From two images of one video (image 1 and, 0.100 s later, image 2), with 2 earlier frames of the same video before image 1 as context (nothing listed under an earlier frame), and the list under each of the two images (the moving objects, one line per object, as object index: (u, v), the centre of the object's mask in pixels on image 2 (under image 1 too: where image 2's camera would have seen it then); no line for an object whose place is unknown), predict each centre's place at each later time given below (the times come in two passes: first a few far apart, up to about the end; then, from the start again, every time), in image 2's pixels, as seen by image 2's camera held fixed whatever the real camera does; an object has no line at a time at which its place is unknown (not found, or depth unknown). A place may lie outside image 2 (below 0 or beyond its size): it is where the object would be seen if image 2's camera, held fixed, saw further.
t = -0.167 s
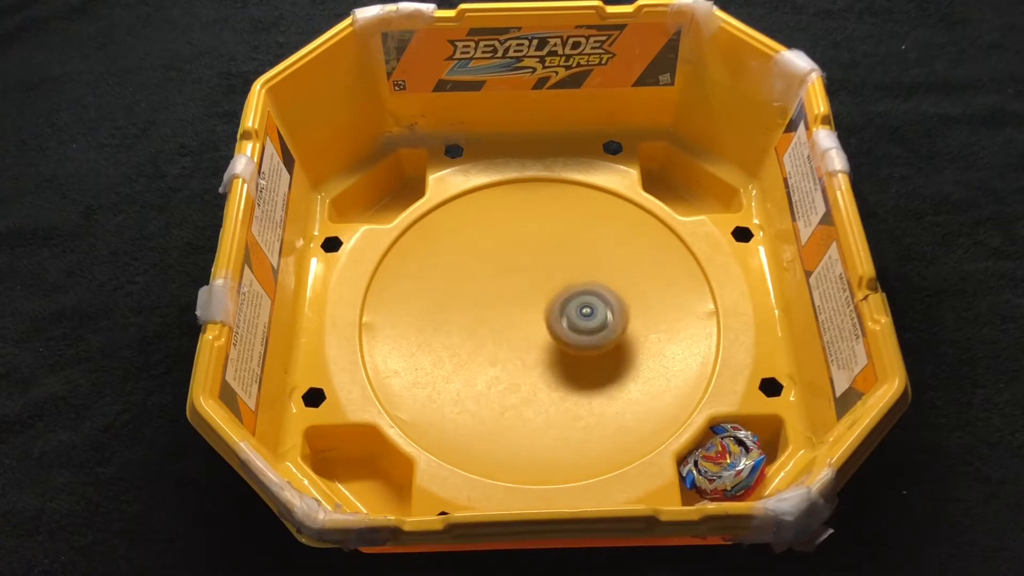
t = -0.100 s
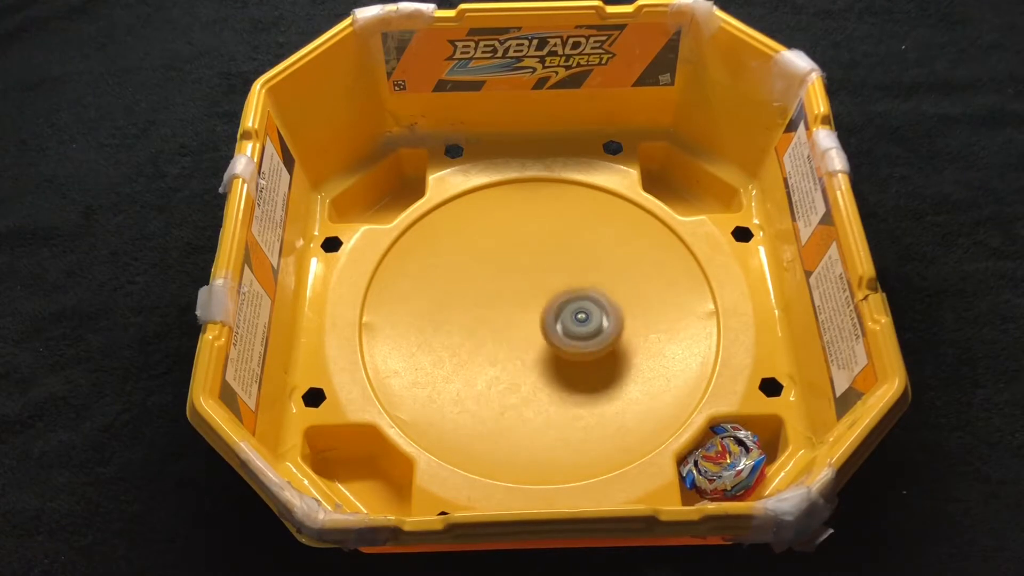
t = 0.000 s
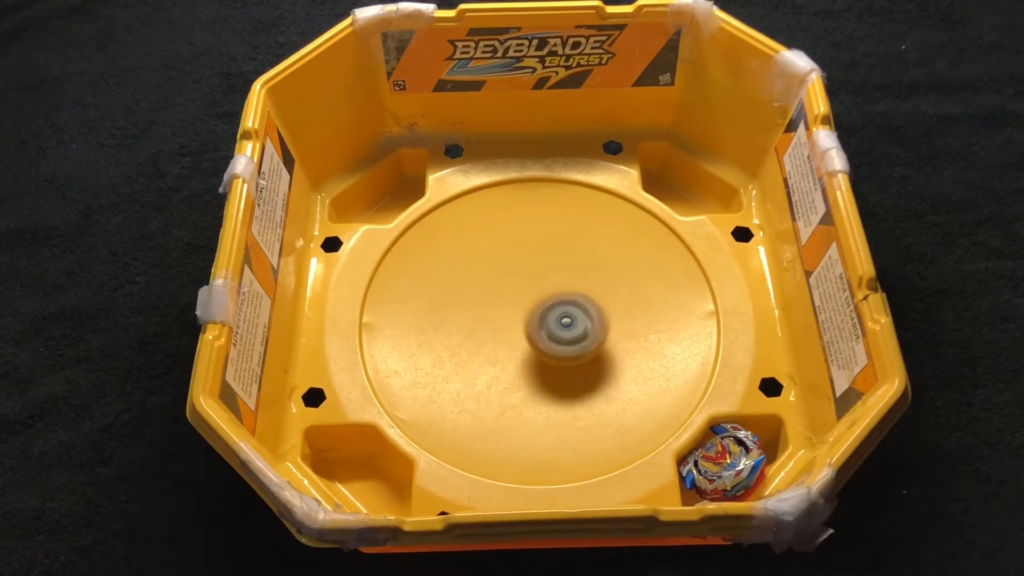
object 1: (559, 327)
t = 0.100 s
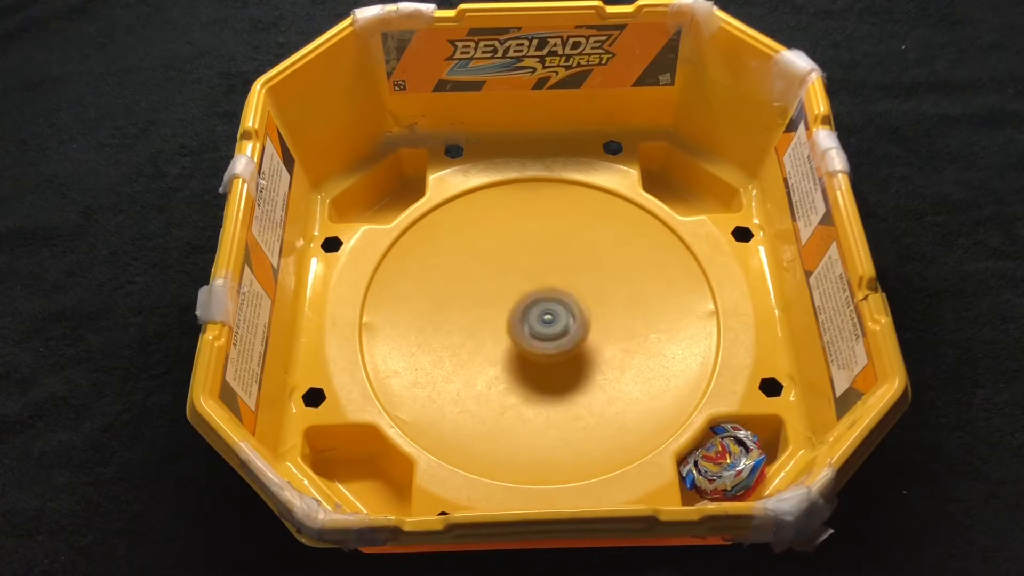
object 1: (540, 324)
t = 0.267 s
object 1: (514, 306)
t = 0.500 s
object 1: (512, 276)
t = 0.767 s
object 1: (546, 284)
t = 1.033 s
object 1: (540, 326)
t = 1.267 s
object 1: (506, 343)
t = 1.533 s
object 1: (497, 321)
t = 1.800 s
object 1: (538, 302)
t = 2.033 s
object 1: (577, 311)
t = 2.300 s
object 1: (567, 331)
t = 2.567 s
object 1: (529, 319)
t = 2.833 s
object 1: (514, 290)
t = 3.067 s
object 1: (531, 283)
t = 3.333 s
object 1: (545, 306)
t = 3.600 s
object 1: (535, 337)
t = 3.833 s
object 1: (518, 340)
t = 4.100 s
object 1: (521, 319)
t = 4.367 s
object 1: (546, 300)
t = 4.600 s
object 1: (566, 301)
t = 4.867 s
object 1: (554, 315)
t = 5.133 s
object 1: (526, 315)
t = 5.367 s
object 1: (511, 309)
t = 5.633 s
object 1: (517, 306)
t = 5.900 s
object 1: (531, 313)
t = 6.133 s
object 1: (544, 320)
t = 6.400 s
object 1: (547, 322)
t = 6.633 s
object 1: (545, 316)
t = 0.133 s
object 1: (535, 322)
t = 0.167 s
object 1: (529, 318)
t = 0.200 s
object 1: (523, 314)
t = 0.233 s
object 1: (518, 311)
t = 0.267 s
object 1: (514, 306)
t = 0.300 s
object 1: (511, 302)
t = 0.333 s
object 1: (508, 297)
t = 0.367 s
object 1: (507, 292)
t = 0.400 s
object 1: (506, 287)
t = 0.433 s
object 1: (507, 283)
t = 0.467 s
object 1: (509, 279)
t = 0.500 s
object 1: (512, 276)
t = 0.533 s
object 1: (514, 274)
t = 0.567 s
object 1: (517, 272)
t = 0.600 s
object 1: (521, 272)
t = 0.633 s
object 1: (525, 273)
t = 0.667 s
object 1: (535, 275)
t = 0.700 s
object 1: (539, 277)
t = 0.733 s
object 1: (542, 279)
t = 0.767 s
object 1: (546, 284)
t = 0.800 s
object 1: (548, 289)
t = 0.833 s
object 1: (549, 293)
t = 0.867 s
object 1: (549, 300)
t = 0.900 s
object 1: (549, 306)
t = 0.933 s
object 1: (548, 311)
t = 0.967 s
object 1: (546, 317)
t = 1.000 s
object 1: (543, 322)
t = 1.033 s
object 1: (540, 326)
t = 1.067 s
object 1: (535, 332)
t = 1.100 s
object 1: (530, 335)
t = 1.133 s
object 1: (526, 340)
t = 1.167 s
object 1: (520, 342)
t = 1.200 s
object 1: (516, 344)
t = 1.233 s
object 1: (511, 344)
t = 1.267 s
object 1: (506, 343)
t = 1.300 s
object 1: (501, 343)
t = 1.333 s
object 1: (498, 342)
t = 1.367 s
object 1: (496, 340)
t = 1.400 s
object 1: (494, 336)
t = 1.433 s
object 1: (494, 333)
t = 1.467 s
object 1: (494, 330)
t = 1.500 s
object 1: (496, 326)
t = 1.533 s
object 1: (497, 321)
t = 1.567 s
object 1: (500, 318)
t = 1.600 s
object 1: (504, 314)
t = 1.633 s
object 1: (509, 311)
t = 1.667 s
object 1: (514, 308)
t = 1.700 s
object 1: (519, 306)
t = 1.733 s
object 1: (525, 304)
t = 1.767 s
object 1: (532, 302)
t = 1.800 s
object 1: (538, 302)
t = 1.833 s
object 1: (545, 301)
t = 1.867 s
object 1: (551, 301)
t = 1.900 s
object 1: (558, 302)
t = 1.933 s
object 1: (564, 303)
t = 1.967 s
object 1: (569, 305)
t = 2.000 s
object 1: (573, 308)
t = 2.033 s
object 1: (577, 311)
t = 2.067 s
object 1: (579, 314)
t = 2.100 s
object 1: (581, 317)
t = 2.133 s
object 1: (581, 321)
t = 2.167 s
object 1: (580, 324)
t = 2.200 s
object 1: (578, 326)
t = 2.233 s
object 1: (575, 329)
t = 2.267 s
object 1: (571, 331)
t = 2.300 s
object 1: (567, 331)
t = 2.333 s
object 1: (562, 332)
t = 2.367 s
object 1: (557, 331)
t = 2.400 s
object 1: (552, 331)
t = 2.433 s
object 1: (547, 329)
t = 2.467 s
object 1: (543, 327)
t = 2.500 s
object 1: (538, 325)
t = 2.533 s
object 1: (533, 322)
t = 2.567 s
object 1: (529, 319)
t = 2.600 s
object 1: (525, 316)
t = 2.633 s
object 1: (522, 312)
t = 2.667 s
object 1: (520, 309)
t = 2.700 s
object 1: (517, 304)
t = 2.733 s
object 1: (515, 300)
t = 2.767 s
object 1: (514, 297)
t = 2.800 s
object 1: (514, 293)
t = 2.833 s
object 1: (514, 290)
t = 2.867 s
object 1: (515, 287)
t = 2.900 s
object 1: (517, 284)
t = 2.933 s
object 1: (519, 283)
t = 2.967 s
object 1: (521, 282)
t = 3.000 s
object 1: (525, 282)
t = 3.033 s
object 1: (527, 282)
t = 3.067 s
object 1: (531, 283)
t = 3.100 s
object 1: (533, 283)
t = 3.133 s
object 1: (536, 285)
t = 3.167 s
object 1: (538, 288)
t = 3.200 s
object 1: (541, 290)
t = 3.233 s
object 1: (542, 294)
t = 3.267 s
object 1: (543, 298)
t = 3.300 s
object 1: (545, 302)
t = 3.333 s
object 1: (545, 306)
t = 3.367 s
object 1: (545, 310)
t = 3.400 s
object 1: (544, 314)
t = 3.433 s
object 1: (544, 318)
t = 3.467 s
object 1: (543, 323)
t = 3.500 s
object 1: (541, 327)
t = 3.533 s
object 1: (539, 331)
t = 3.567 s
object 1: (537, 335)
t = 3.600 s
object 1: (535, 337)
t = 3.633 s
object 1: (532, 339)
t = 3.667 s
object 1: (530, 340)
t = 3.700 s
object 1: (527, 342)
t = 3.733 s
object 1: (524, 342)
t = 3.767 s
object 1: (522, 342)
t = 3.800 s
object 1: (520, 341)
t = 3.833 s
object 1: (518, 340)
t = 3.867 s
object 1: (517, 338)
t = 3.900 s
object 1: (516, 335)
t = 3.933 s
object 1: (515, 333)
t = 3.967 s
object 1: (515, 330)
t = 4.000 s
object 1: (516, 327)
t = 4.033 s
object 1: (517, 325)
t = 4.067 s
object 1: (519, 321)
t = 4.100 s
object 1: (521, 319)
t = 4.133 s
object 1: (523, 316)
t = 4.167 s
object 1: (525, 314)
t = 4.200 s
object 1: (528, 311)
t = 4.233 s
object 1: (532, 309)
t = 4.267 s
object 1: (535, 306)
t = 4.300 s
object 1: (539, 304)
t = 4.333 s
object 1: (542, 302)
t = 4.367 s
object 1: (546, 300)
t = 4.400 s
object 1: (549, 299)
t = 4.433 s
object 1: (552, 298)
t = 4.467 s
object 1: (555, 298)
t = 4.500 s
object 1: (559, 298)
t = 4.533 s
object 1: (562, 299)
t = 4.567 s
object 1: (564, 300)
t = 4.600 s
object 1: (566, 301)
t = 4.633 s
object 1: (567, 303)
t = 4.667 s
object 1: (567, 305)
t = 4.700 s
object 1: (566, 306)
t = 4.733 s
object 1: (565, 309)
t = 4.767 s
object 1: (564, 311)
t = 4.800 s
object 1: (561, 312)
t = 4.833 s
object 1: (558, 314)
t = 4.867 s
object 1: (554, 315)
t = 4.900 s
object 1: (550, 315)
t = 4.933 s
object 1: (546, 316)
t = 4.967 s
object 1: (543, 317)
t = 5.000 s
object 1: (539, 316)
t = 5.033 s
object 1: (535, 316)
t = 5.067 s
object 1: (532, 316)
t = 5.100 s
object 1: (529, 315)
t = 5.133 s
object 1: (526, 315)
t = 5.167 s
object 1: (523, 314)
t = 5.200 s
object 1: (520, 314)
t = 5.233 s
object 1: (518, 313)
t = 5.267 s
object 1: (515, 312)
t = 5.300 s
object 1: (514, 311)
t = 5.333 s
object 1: (512, 310)
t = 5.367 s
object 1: (511, 309)
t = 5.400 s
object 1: (511, 308)
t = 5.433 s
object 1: (510, 308)
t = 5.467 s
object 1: (511, 307)
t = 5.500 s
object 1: (512, 307)
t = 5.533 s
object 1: (513, 306)
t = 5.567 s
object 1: (514, 306)
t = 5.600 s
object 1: (516, 306)
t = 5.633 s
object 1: (517, 306)
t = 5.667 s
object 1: (518, 306)
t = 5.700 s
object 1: (520, 307)
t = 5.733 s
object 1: (521, 308)
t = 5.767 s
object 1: (523, 308)
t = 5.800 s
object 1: (525, 310)
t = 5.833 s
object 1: (527, 311)
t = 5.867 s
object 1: (529, 311)
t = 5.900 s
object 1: (531, 313)
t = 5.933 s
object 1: (533, 313)
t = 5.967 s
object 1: (535, 314)
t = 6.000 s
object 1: (537, 315)
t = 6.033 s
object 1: (539, 316)
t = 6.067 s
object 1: (542, 317)
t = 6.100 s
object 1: (543, 318)
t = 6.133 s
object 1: (544, 320)
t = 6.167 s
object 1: (546, 320)
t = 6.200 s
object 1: (546, 321)
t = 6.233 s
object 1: (547, 321)
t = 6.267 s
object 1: (547, 322)
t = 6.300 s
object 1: (547, 322)
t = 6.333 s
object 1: (548, 322)
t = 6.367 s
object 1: (547, 322)
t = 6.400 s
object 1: (547, 322)
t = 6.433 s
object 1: (547, 322)
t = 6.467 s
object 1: (546, 321)
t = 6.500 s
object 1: (546, 320)
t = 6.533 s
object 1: (546, 319)
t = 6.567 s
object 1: (546, 318)
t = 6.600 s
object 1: (546, 317)
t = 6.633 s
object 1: (545, 316)
